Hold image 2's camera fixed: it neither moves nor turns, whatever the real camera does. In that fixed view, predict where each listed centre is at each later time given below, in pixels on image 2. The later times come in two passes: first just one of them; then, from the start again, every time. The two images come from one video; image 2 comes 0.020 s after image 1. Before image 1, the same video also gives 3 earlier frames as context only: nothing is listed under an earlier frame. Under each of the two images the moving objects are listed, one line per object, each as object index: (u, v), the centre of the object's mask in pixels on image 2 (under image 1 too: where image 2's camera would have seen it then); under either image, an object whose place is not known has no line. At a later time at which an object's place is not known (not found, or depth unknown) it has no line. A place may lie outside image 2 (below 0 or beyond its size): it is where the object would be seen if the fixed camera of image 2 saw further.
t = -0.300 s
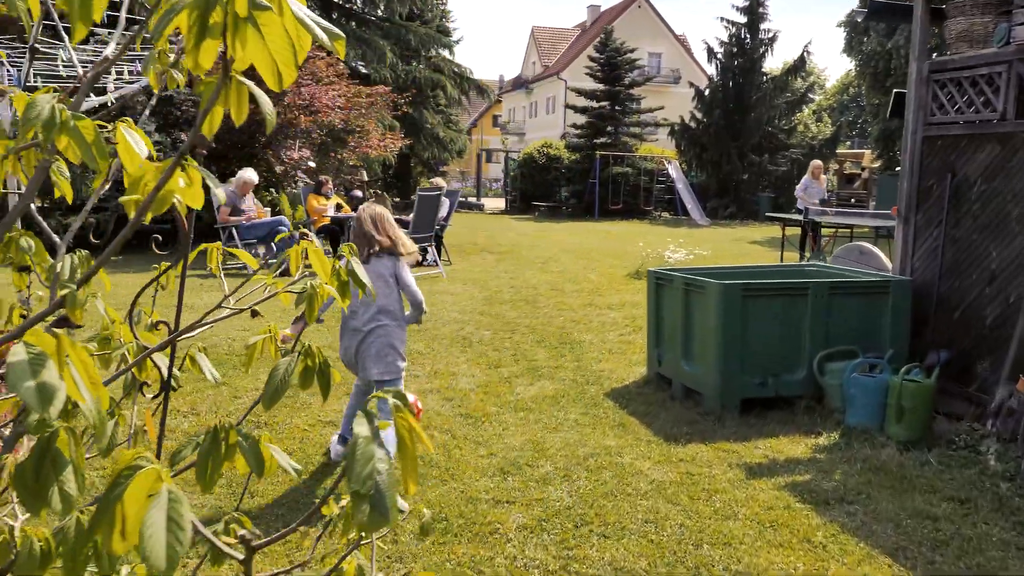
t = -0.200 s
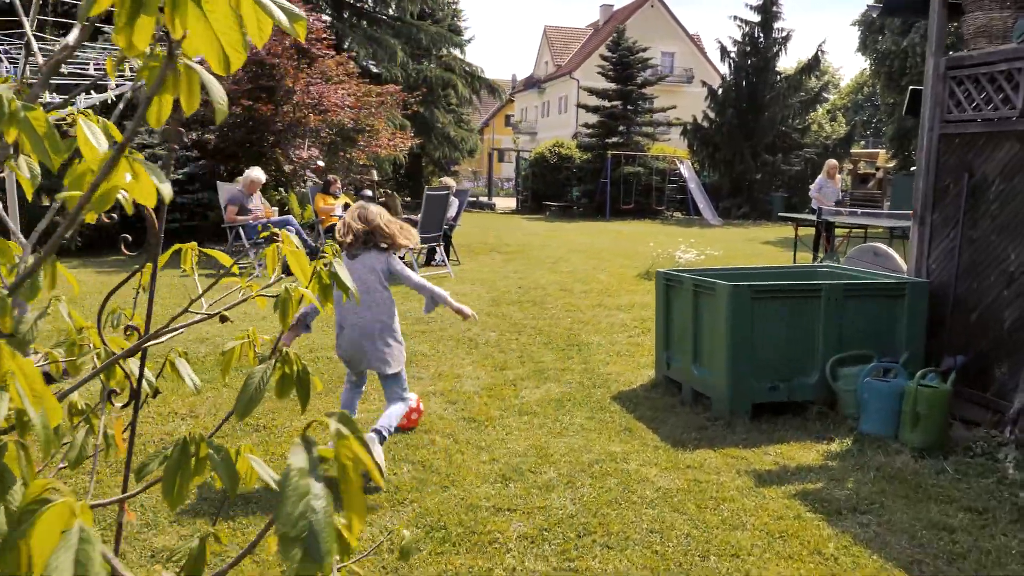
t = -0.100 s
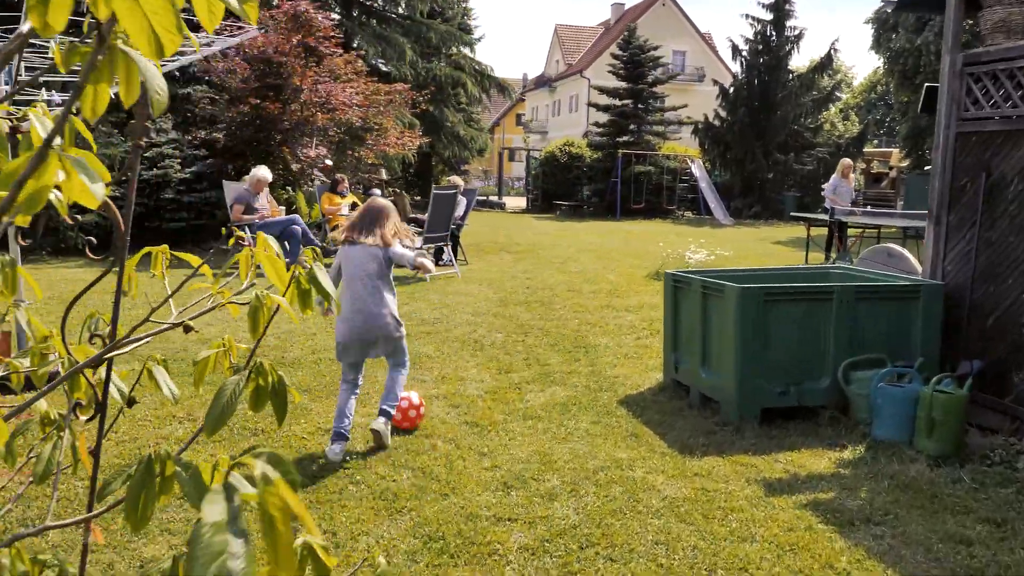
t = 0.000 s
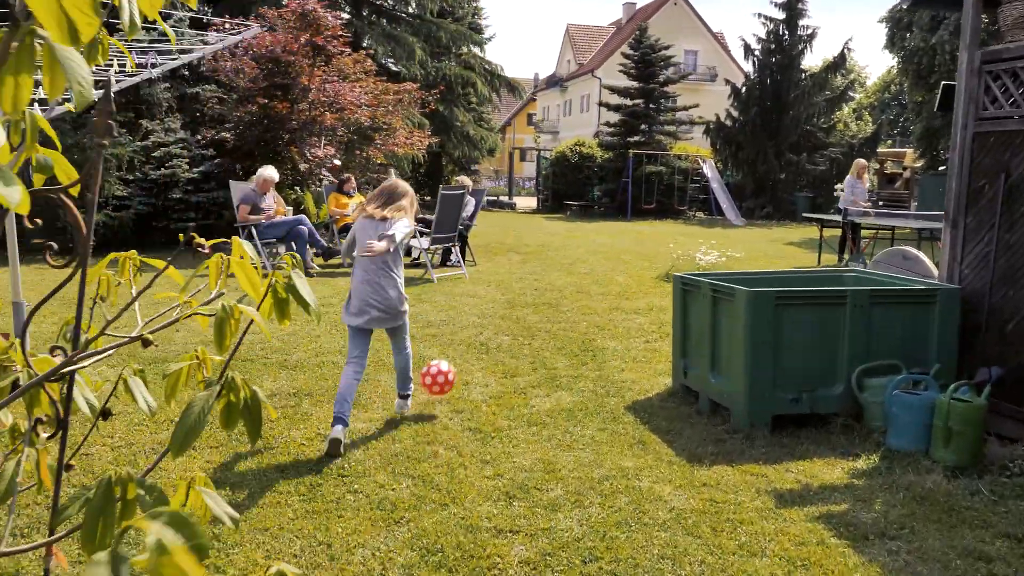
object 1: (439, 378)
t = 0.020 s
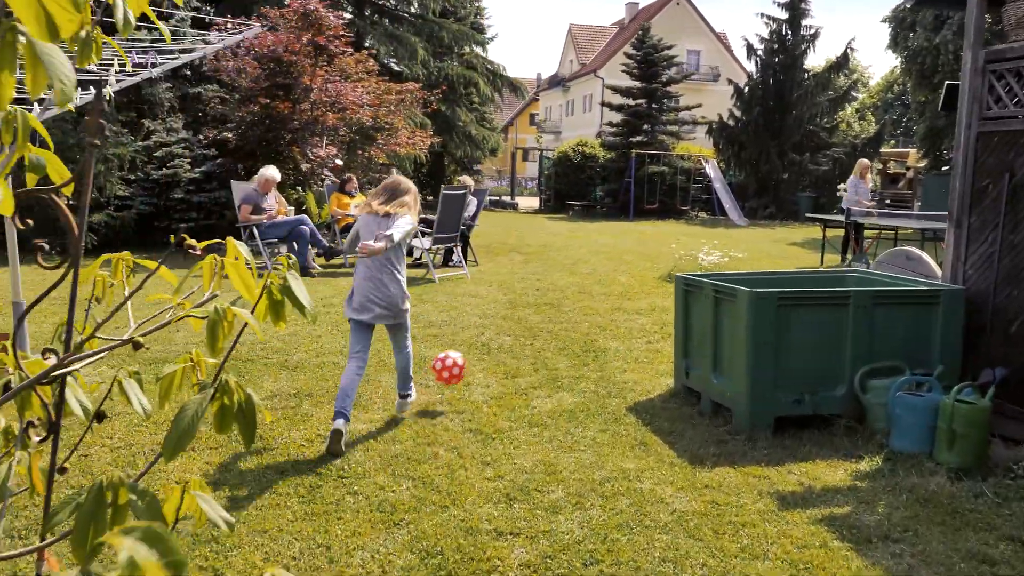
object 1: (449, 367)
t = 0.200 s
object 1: (520, 320)
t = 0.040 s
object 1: (459, 358)
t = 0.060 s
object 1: (468, 350)
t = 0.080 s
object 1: (476, 342)
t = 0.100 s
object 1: (485, 337)
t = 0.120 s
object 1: (492, 332)
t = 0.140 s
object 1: (500, 328)
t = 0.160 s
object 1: (507, 324)
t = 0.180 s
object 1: (514, 322)
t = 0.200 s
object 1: (520, 320)
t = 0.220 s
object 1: (526, 319)
